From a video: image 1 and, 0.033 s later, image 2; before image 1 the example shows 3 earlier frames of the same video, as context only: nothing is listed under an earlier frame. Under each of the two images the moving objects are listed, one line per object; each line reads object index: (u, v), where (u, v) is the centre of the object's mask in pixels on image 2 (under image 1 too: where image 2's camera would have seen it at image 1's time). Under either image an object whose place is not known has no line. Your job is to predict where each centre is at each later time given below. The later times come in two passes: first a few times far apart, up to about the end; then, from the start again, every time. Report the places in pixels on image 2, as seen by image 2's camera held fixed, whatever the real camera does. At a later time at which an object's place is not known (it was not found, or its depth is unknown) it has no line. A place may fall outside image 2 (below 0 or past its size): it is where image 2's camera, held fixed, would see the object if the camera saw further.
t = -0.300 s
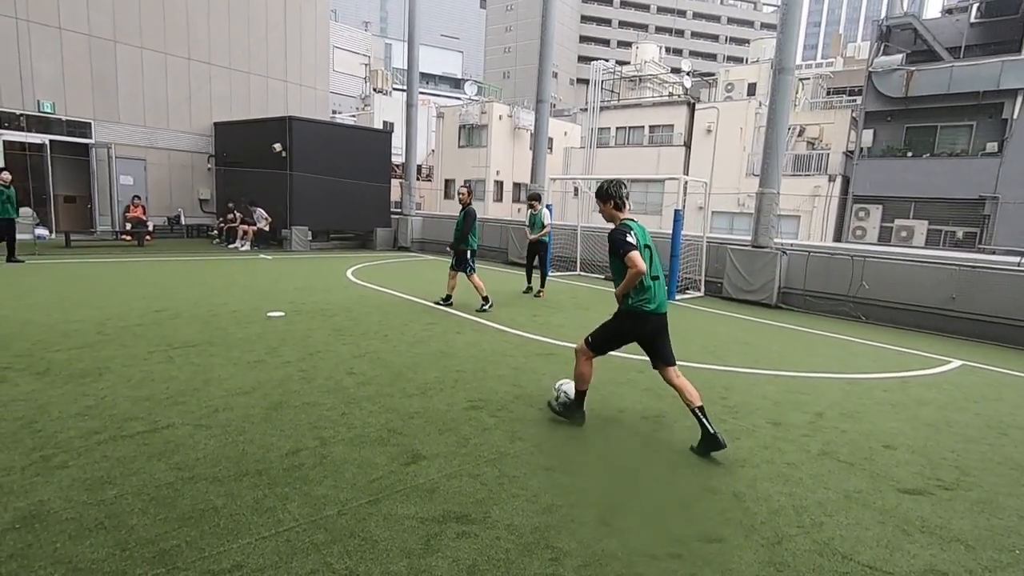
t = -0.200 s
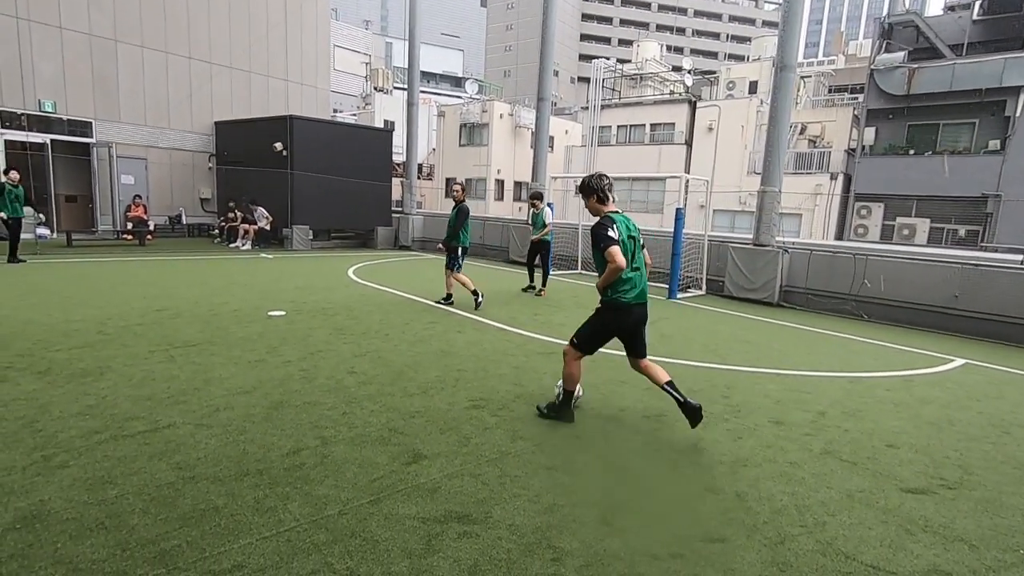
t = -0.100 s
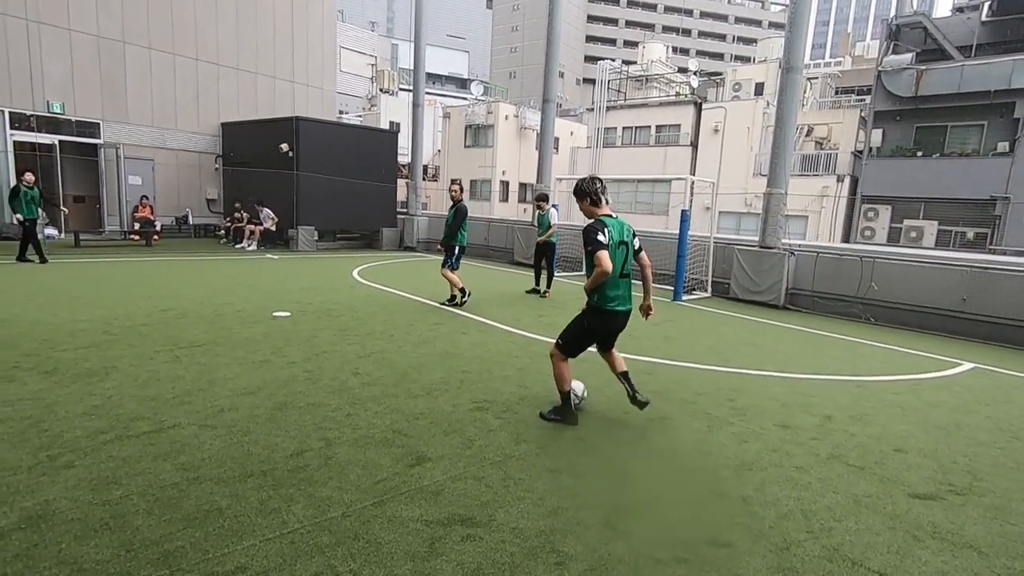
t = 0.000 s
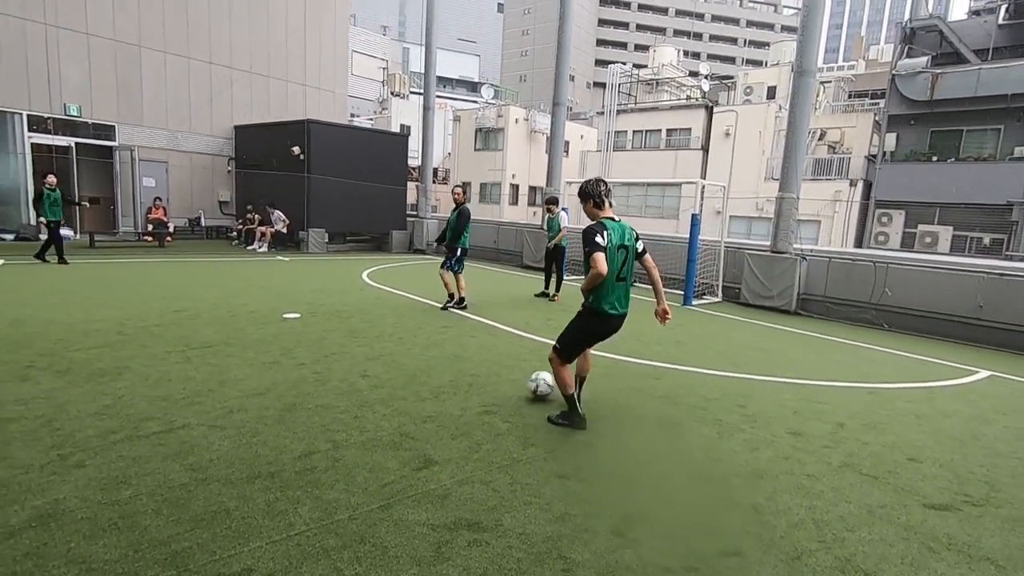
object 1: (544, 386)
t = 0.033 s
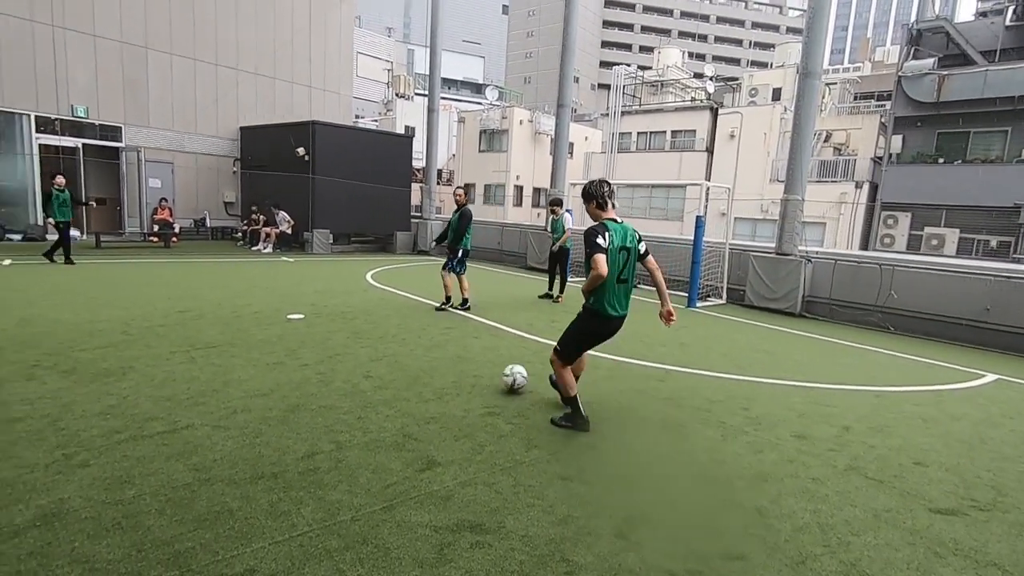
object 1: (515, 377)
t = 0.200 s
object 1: (396, 344)
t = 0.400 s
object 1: (302, 316)
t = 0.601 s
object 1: (239, 298)
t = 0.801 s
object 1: (193, 285)
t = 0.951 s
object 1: (166, 278)
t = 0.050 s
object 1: (500, 374)
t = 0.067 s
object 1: (486, 370)
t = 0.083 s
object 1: (473, 367)
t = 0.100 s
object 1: (461, 363)
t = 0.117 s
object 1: (449, 360)
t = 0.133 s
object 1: (437, 357)
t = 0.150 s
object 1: (426, 353)
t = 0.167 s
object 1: (416, 350)
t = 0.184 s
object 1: (406, 347)
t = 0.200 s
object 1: (396, 344)
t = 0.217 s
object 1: (386, 341)
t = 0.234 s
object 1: (377, 338)
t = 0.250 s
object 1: (368, 335)
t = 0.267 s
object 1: (360, 333)
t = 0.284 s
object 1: (352, 330)
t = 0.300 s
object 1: (344, 328)
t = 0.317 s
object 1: (336, 326)
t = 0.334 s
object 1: (328, 324)
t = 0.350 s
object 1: (322, 322)
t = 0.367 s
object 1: (315, 320)
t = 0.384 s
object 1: (308, 318)
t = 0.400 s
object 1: (302, 316)
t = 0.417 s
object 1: (295, 315)
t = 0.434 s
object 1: (289, 313)
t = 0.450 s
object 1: (284, 310)
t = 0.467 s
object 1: (278, 309)
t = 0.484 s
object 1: (272, 307)
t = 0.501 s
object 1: (267, 306)
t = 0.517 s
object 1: (262, 304)
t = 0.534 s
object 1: (257, 303)
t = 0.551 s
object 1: (252, 302)
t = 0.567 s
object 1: (248, 300)
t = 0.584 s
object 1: (243, 299)
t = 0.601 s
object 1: (239, 298)
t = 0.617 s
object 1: (234, 297)
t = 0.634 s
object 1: (230, 295)
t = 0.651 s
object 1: (226, 294)
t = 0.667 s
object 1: (221, 293)
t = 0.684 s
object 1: (218, 292)
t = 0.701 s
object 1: (214, 291)
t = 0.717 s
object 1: (210, 290)
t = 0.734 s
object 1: (207, 289)
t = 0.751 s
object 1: (204, 288)
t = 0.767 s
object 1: (199, 287)
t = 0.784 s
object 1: (196, 286)
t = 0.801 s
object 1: (193, 285)
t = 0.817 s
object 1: (190, 285)
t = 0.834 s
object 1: (186, 284)
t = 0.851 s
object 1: (184, 282)
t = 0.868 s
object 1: (180, 282)
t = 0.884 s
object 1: (177, 281)
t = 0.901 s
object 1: (174, 280)
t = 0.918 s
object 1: (172, 279)
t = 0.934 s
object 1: (169, 279)
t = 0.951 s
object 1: (166, 278)
